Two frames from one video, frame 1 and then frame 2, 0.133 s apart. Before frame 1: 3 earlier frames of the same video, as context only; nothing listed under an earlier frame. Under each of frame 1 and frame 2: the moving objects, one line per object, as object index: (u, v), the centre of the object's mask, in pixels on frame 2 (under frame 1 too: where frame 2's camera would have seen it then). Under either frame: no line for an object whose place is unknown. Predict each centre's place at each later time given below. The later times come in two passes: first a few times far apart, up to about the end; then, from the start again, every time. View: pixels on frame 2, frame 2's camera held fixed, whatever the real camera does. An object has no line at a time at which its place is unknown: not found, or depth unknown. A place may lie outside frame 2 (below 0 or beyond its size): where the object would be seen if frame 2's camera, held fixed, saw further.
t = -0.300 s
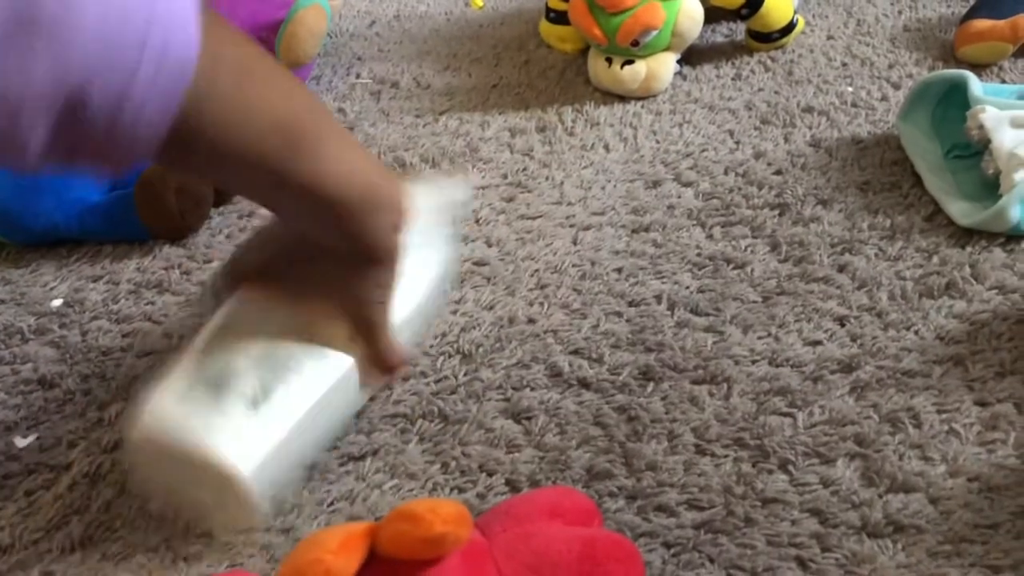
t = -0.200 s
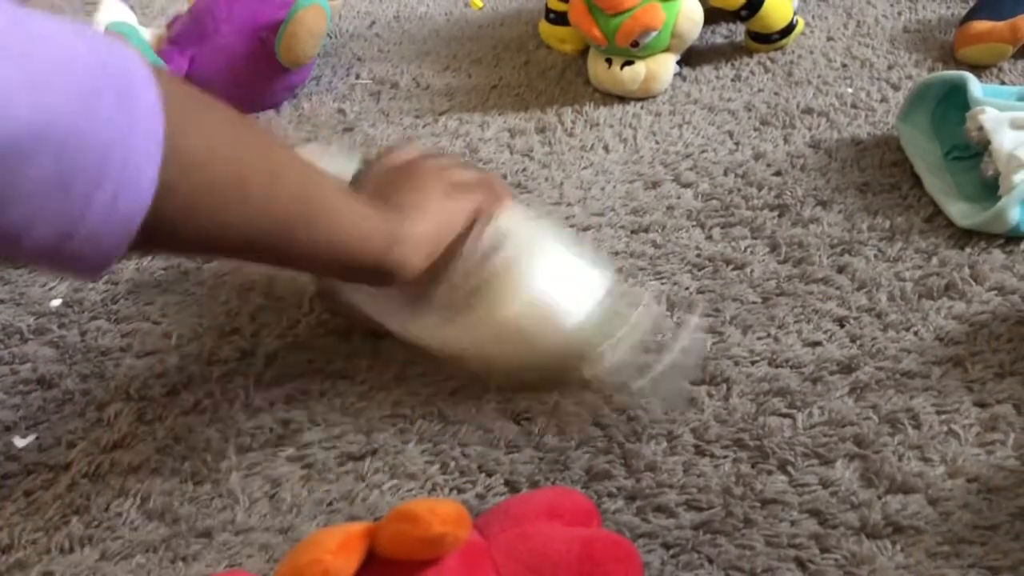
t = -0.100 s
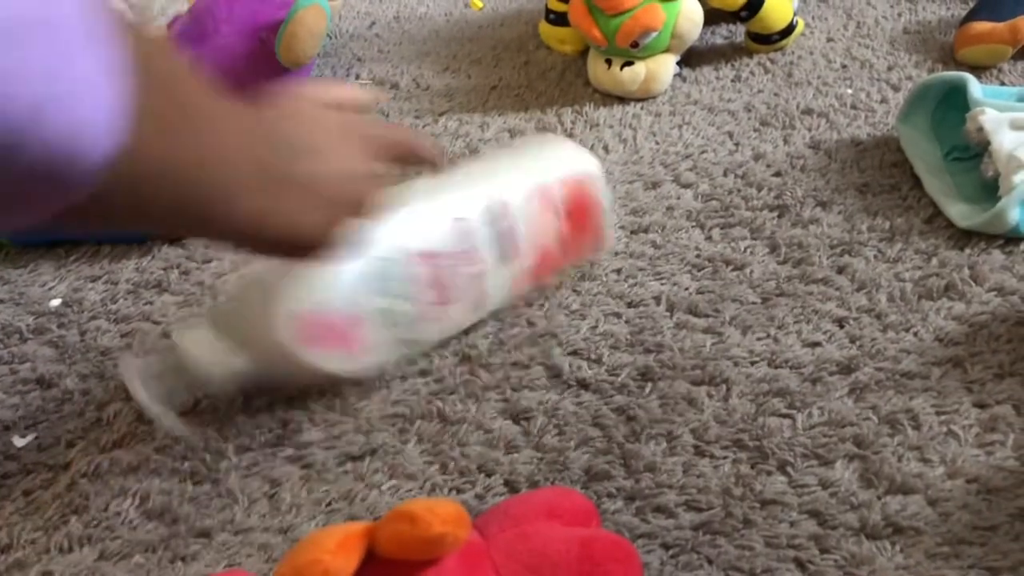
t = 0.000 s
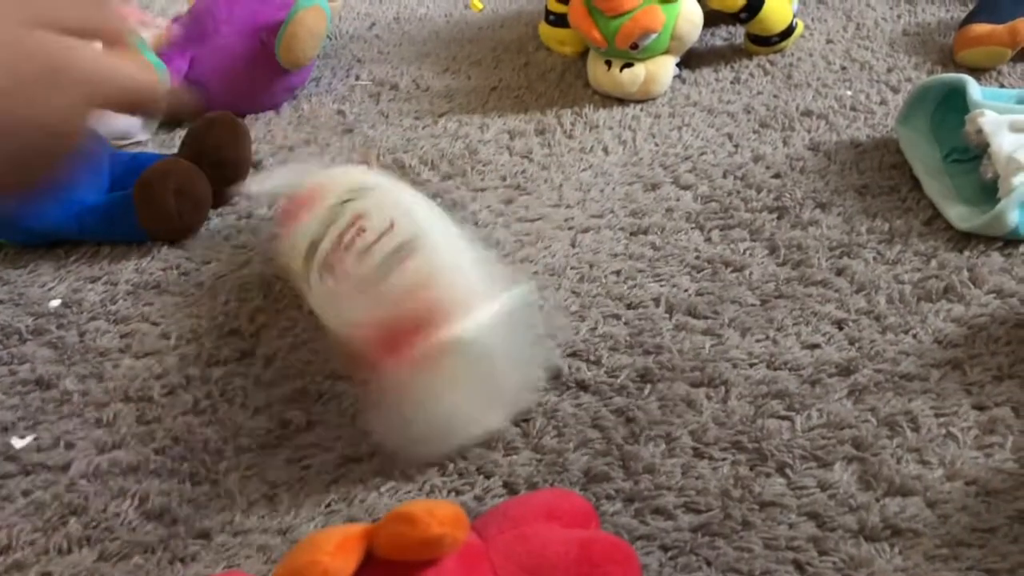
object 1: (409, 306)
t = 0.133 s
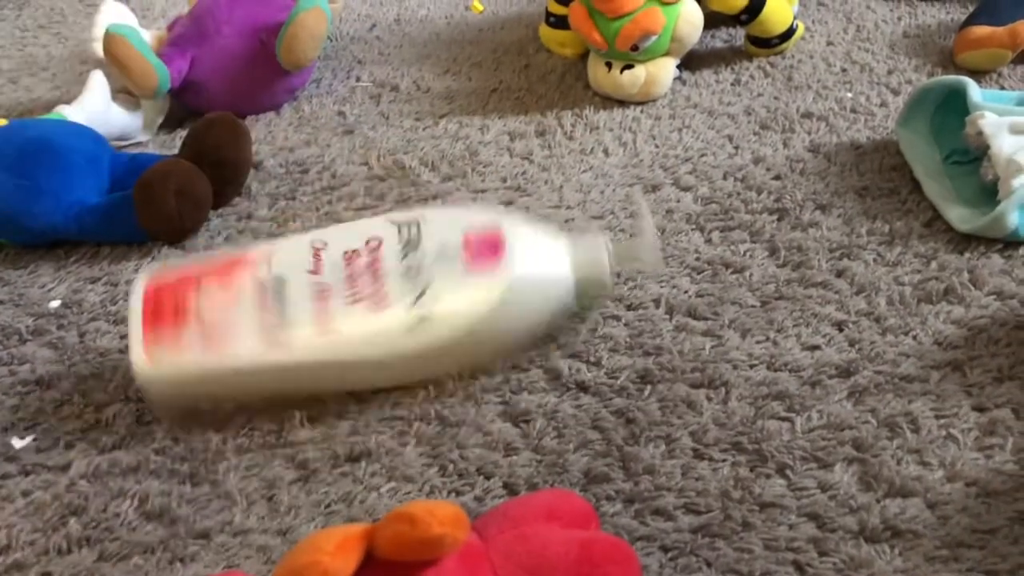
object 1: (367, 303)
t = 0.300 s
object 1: (345, 357)
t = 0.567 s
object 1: (379, 310)
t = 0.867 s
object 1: (395, 311)
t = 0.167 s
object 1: (381, 306)
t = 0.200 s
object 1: (388, 322)
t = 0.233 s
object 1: (365, 329)
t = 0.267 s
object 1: (359, 345)
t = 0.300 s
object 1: (345, 357)
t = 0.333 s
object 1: (339, 349)
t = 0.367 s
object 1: (343, 339)
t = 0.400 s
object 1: (352, 331)
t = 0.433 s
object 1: (360, 327)
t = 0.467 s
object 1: (366, 323)
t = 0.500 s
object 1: (369, 317)
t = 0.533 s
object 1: (374, 313)
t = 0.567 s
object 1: (379, 310)
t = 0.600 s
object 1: (387, 309)
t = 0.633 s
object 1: (391, 309)
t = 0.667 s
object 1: (394, 310)
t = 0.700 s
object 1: (395, 311)
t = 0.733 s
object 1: (395, 311)
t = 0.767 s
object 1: (395, 311)
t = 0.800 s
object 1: (395, 311)
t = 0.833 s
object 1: (395, 311)
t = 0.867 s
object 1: (395, 311)
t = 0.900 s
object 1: (395, 311)
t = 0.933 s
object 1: (395, 311)
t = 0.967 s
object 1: (395, 311)
